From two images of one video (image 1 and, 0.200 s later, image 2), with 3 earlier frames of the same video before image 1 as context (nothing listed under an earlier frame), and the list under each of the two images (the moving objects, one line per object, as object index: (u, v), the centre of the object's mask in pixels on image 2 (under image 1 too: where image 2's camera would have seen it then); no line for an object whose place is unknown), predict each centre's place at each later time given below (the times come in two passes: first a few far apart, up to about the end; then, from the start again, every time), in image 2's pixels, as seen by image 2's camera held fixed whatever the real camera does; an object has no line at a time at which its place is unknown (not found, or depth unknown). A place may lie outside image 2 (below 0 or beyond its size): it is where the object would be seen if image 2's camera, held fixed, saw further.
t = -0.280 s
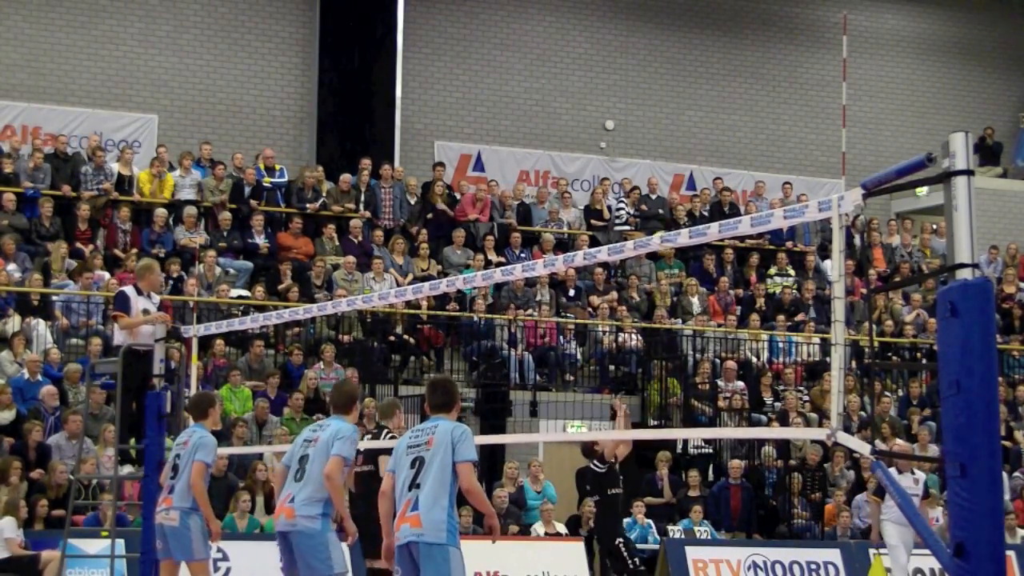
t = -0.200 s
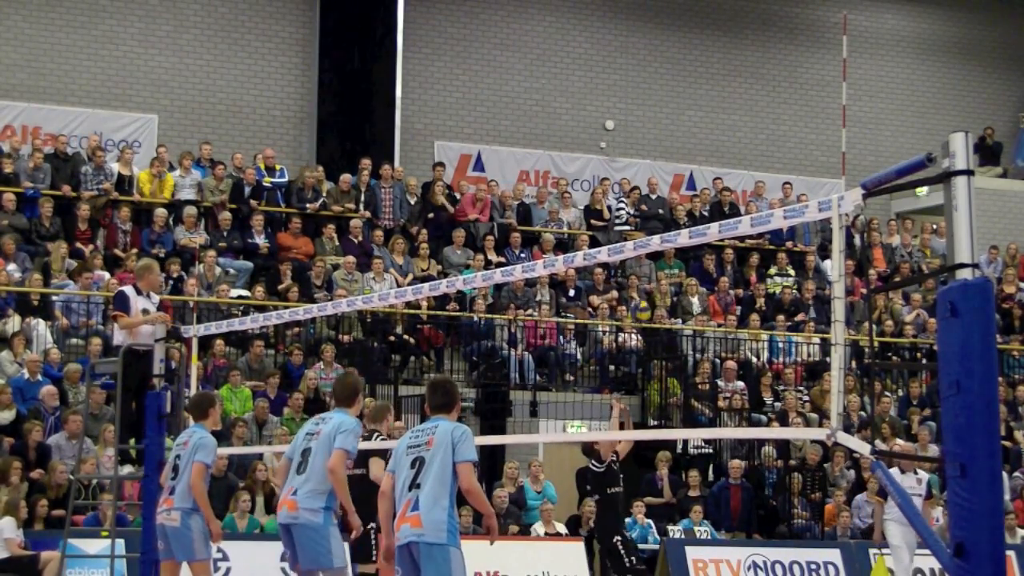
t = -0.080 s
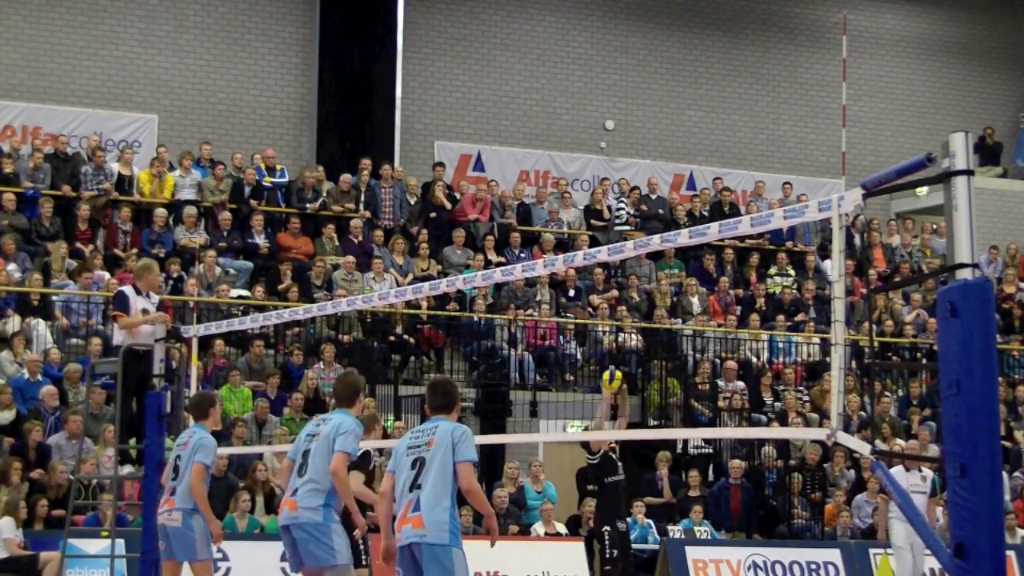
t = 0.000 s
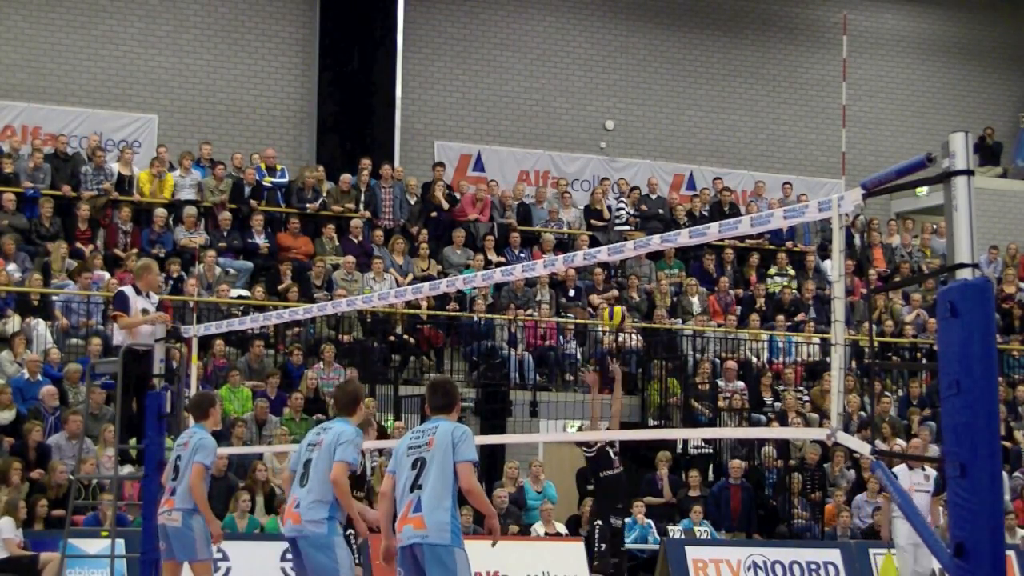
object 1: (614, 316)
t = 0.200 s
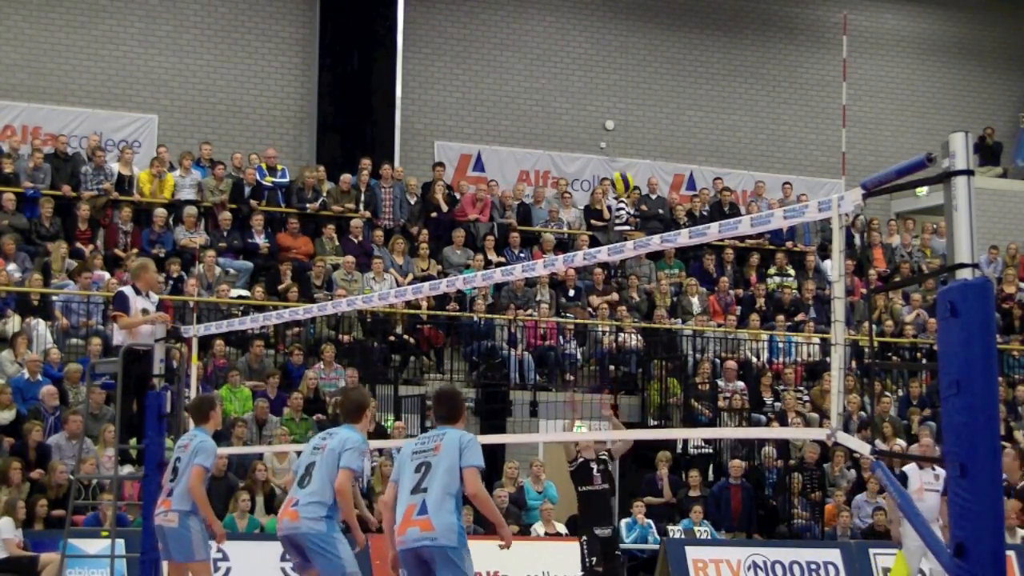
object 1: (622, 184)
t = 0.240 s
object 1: (623, 161)
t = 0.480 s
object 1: (630, 67)
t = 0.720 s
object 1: (637, 35)
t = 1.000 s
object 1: (643, 81)
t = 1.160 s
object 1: (646, 152)
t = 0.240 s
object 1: (623, 161)
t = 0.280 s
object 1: (624, 141)
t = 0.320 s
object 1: (625, 123)
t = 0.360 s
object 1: (627, 106)
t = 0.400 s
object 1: (627, 91)
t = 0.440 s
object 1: (629, 78)
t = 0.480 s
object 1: (630, 67)
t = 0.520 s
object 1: (632, 57)
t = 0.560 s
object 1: (633, 49)
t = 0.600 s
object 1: (634, 43)
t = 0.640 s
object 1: (635, 39)
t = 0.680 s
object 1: (636, 36)
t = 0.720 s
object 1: (637, 35)
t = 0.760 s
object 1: (638, 35)
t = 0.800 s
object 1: (639, 38)
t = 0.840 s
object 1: (640, 43)
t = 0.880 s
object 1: (641, 49)
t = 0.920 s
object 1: (641, 58)
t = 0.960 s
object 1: (642, 69)
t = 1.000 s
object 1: (643, 81)
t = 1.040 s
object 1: (644, 96)
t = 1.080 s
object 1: (644, 113)
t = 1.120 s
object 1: (645, 131)
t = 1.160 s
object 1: (646, 152)
